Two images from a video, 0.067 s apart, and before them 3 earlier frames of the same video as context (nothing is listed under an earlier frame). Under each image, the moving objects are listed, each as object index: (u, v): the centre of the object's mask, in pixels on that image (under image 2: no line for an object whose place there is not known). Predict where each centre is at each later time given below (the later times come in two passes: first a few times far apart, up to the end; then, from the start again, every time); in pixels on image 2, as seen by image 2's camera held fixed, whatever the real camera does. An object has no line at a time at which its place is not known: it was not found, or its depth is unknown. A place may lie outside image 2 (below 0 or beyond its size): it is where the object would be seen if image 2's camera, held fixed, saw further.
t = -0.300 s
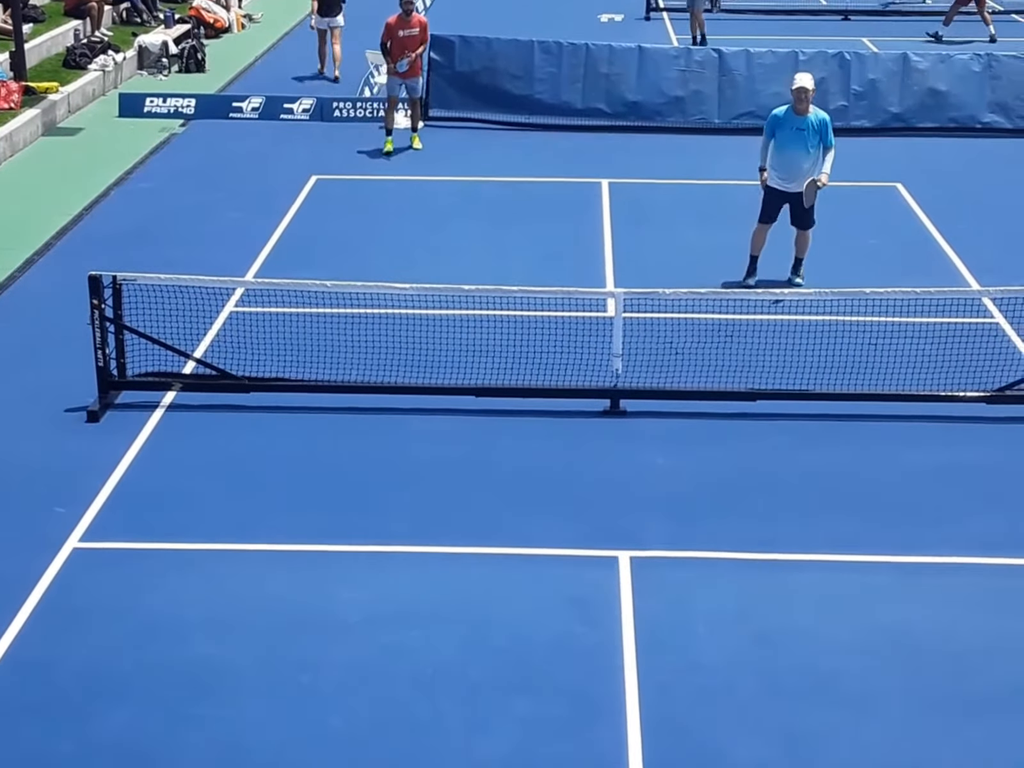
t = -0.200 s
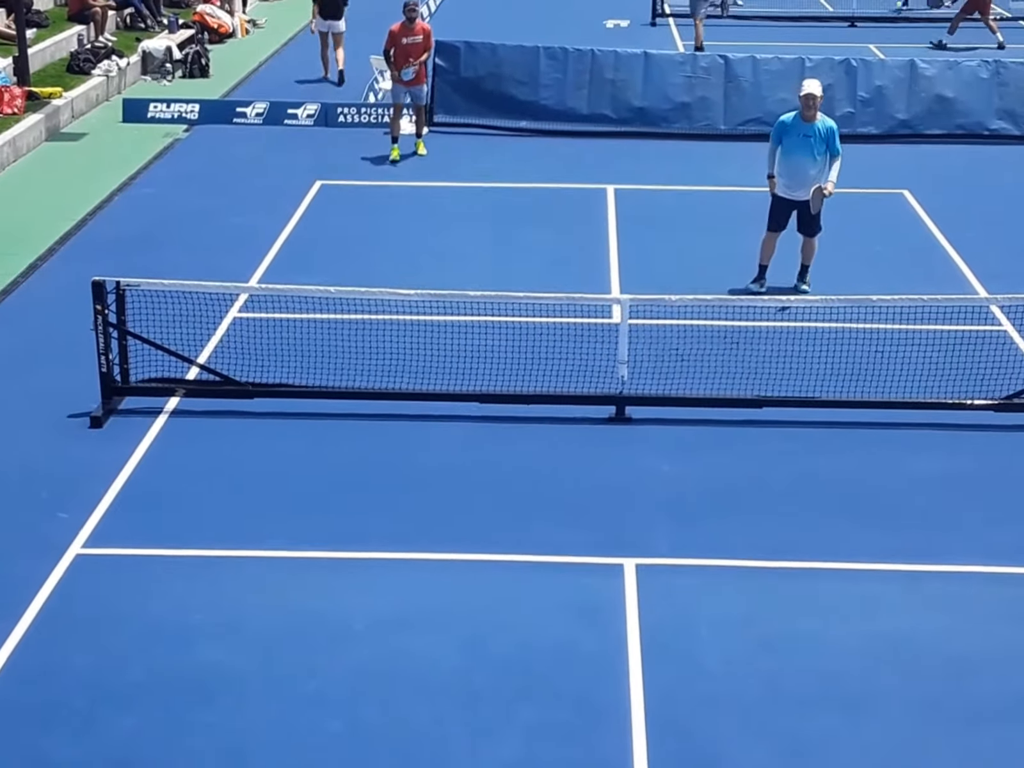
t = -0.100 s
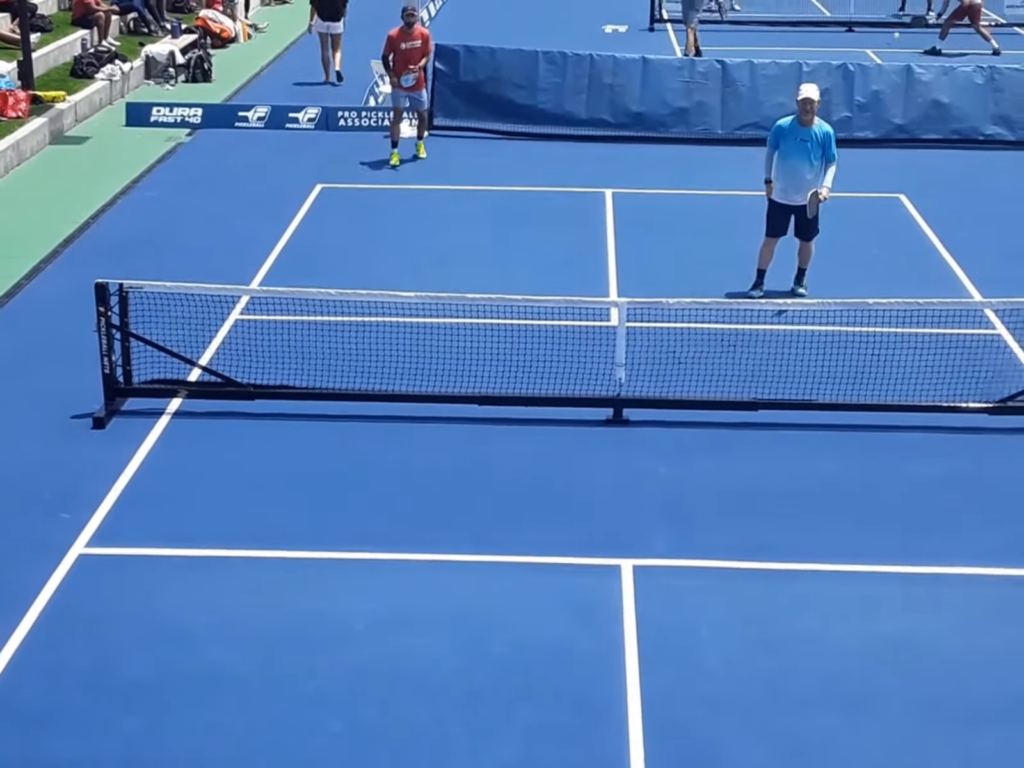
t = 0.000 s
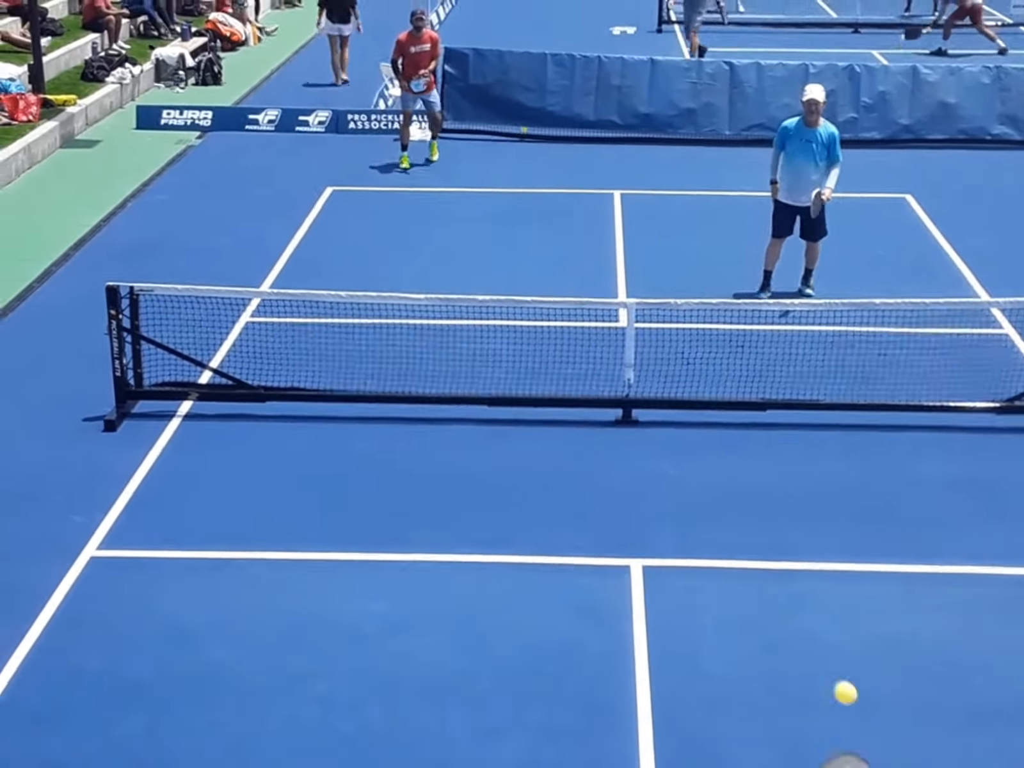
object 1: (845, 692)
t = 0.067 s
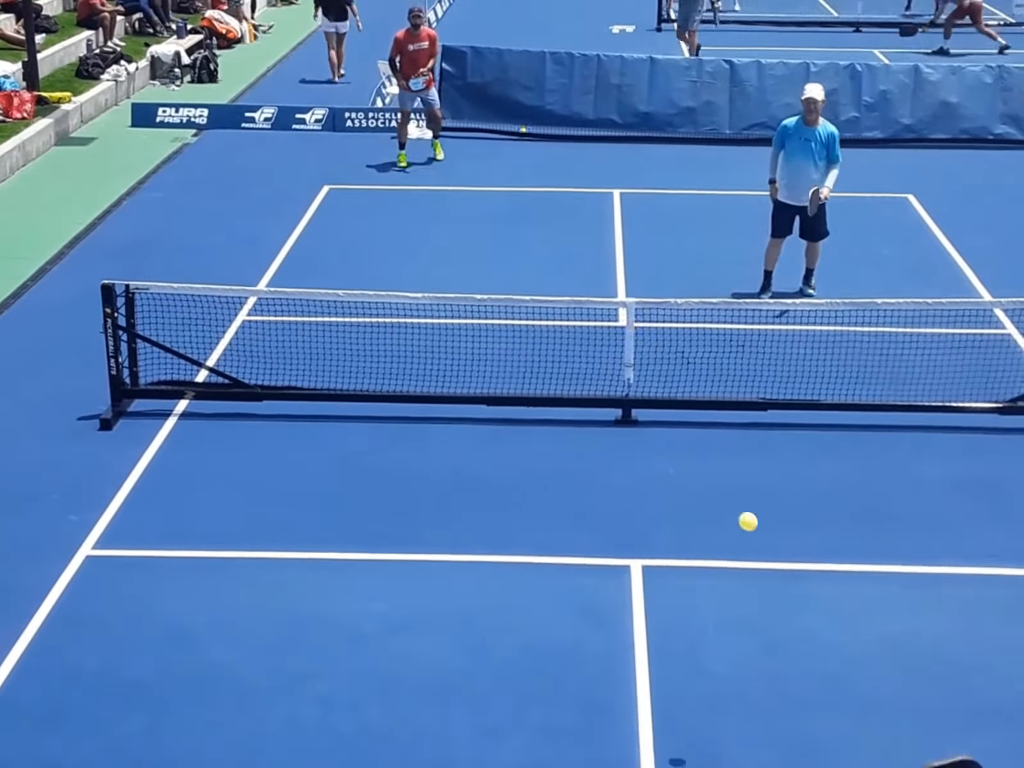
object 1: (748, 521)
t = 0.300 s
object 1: (582, 249)
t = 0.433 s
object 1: (541, 201)
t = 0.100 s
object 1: (711, 458)
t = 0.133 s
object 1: (680, 405)
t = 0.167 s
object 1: (654, 361)
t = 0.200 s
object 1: (632, 325)
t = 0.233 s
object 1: (612, 293)
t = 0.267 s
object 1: (596, 269)
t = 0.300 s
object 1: (582, 249)
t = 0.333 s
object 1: (570, 232)
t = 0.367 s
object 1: (559, 218)
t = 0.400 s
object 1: (550, 208)
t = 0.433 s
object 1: (541, 201)
